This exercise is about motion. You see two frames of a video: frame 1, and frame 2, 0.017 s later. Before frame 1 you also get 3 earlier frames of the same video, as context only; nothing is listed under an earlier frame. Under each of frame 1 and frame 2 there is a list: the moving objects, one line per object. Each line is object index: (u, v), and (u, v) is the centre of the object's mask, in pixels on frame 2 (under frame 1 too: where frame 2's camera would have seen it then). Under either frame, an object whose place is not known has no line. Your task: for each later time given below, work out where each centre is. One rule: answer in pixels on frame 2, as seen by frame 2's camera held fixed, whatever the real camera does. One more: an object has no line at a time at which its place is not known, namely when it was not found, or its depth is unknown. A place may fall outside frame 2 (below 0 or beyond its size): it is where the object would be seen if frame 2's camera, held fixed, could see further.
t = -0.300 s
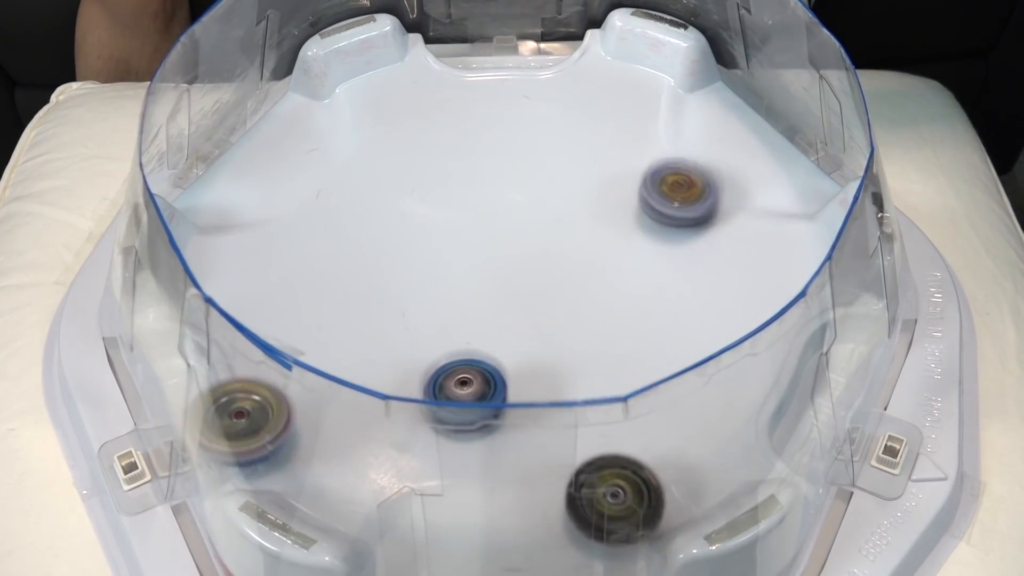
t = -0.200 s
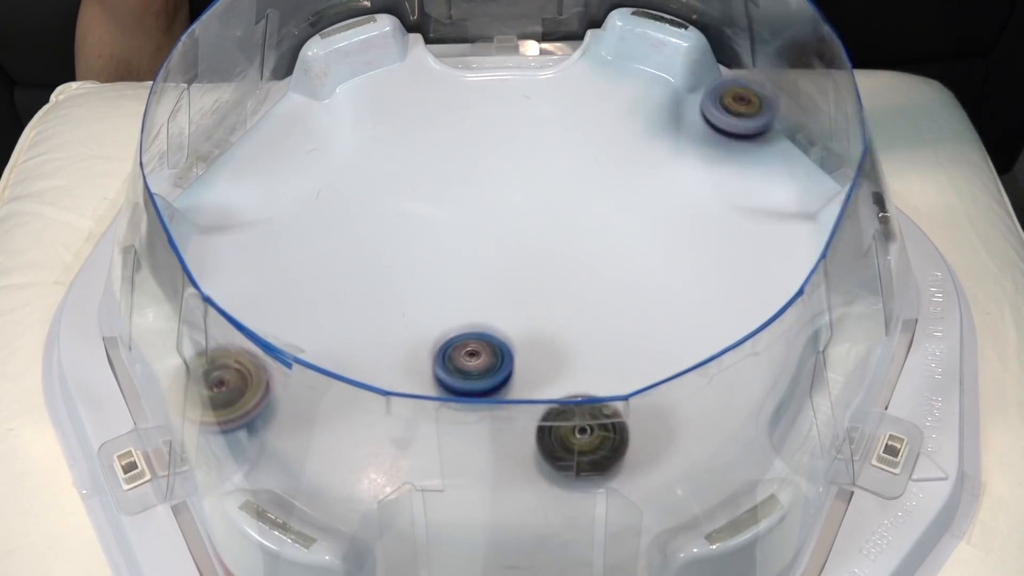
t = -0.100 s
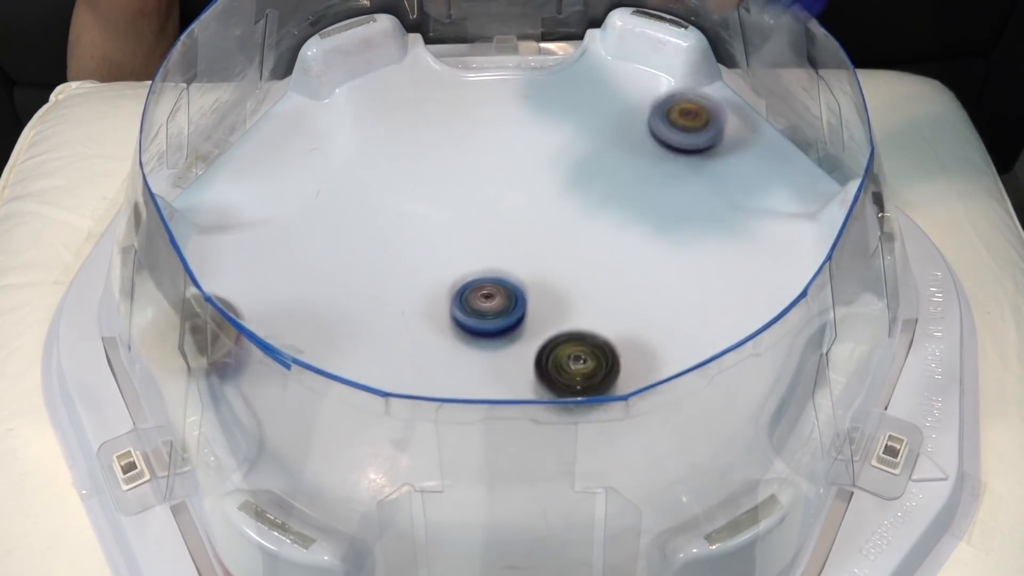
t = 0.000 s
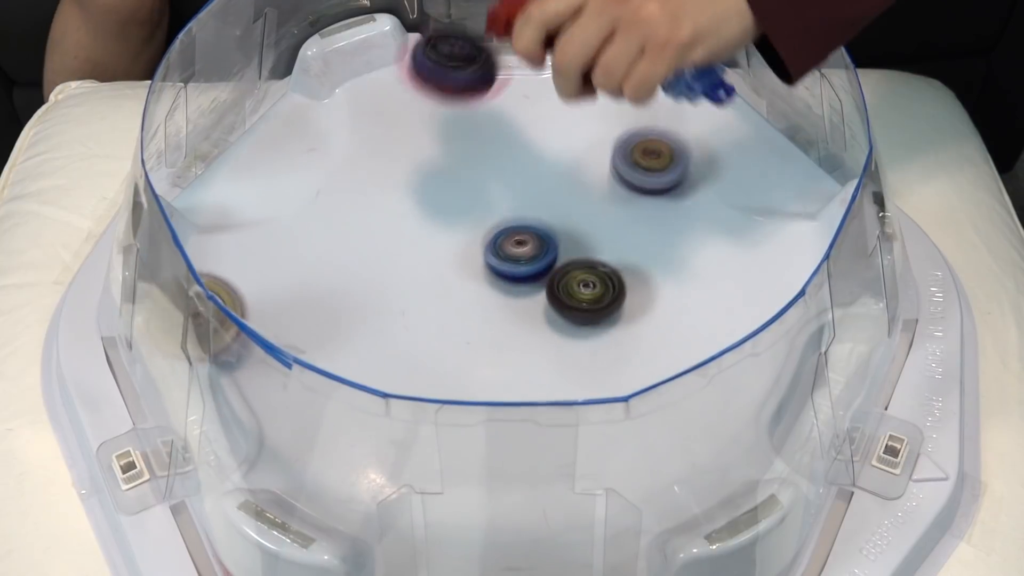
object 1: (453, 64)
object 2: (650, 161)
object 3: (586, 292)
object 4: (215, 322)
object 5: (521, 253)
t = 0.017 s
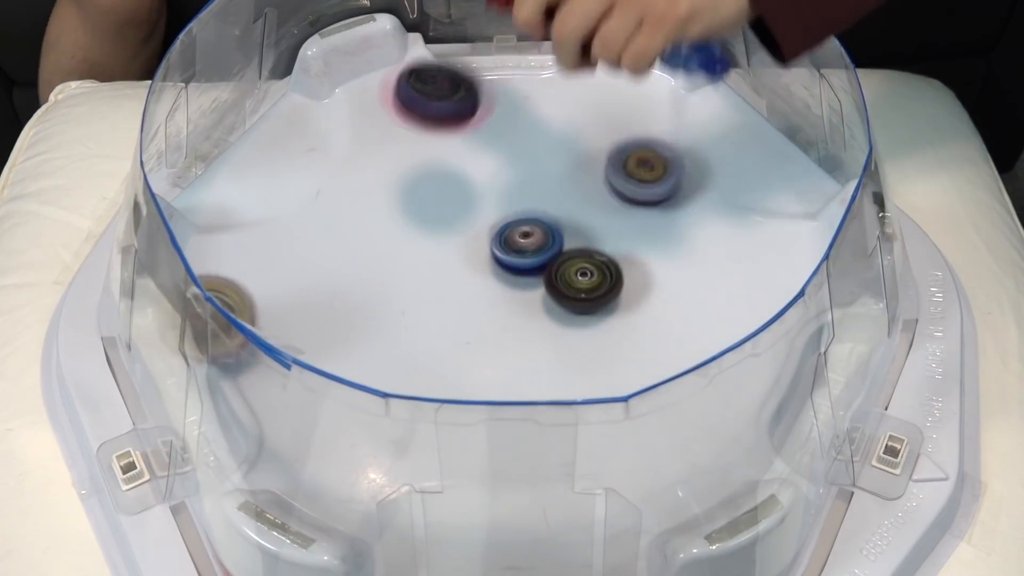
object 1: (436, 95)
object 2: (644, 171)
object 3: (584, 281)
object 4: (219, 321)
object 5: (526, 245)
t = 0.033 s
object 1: (421, 126)
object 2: (639, 182)
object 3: (586, 272)
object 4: (224, 322)
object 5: (525, 233)
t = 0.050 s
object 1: (407, 158)
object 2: (632, 194)
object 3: (588, 264)
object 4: (232, 326)
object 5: (523, 221)
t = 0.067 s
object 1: (394, 192)
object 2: (631, 198)
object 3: (581, 271)
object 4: (250, 328)
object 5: (521, 210)
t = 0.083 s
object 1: (381, 216)
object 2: (635, 187)
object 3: (565, 290)
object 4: (264, 333)
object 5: (520, 200)
